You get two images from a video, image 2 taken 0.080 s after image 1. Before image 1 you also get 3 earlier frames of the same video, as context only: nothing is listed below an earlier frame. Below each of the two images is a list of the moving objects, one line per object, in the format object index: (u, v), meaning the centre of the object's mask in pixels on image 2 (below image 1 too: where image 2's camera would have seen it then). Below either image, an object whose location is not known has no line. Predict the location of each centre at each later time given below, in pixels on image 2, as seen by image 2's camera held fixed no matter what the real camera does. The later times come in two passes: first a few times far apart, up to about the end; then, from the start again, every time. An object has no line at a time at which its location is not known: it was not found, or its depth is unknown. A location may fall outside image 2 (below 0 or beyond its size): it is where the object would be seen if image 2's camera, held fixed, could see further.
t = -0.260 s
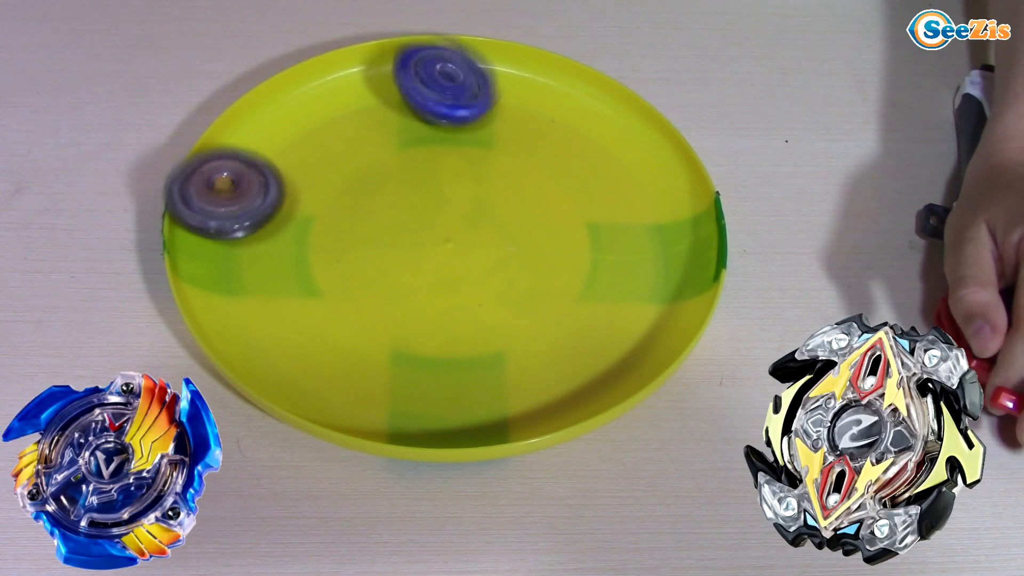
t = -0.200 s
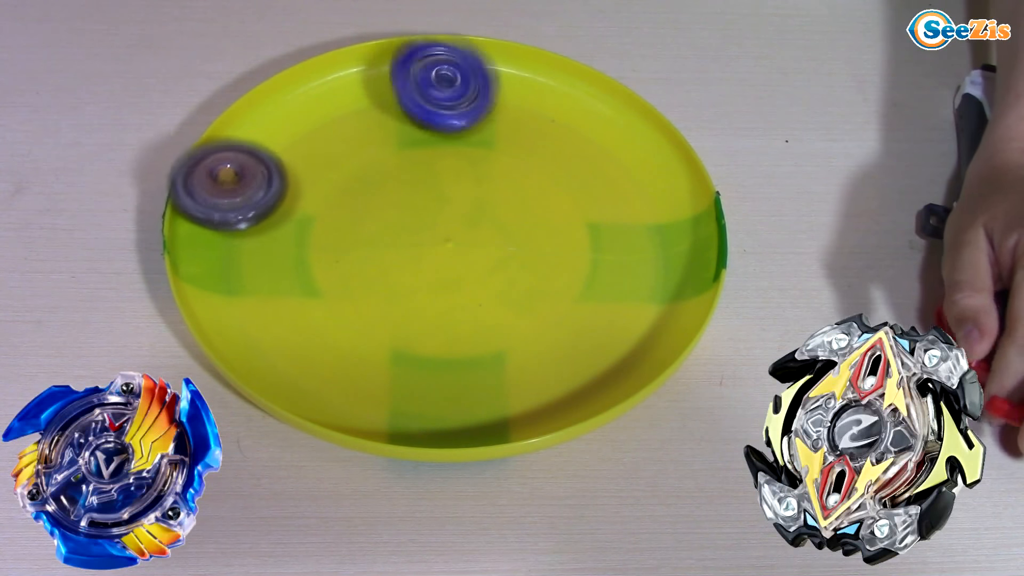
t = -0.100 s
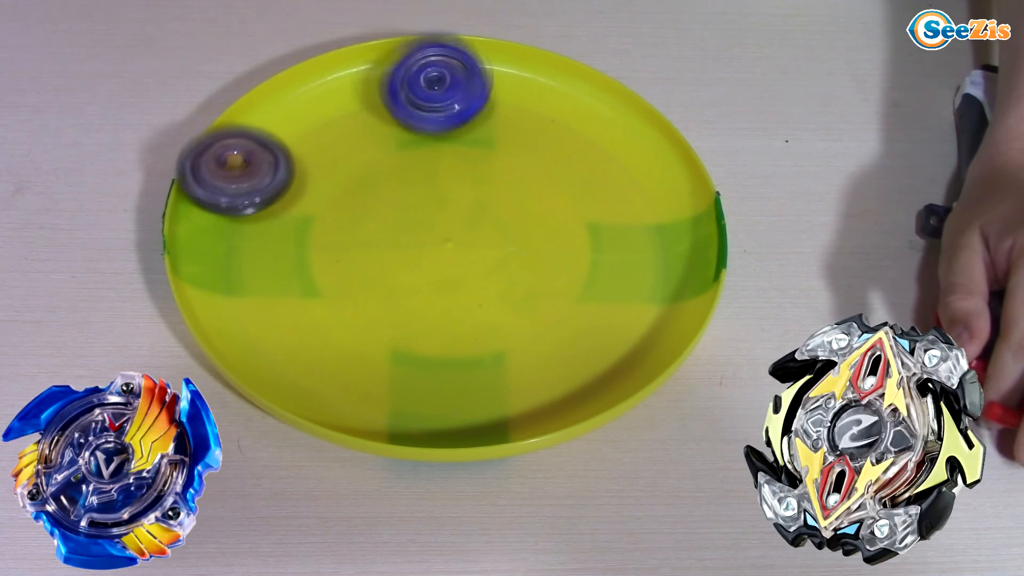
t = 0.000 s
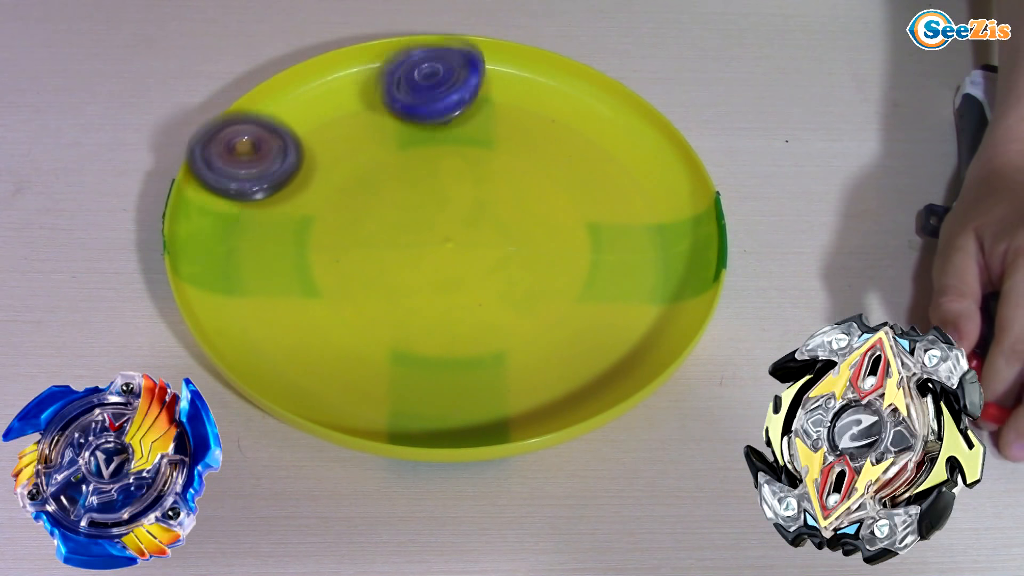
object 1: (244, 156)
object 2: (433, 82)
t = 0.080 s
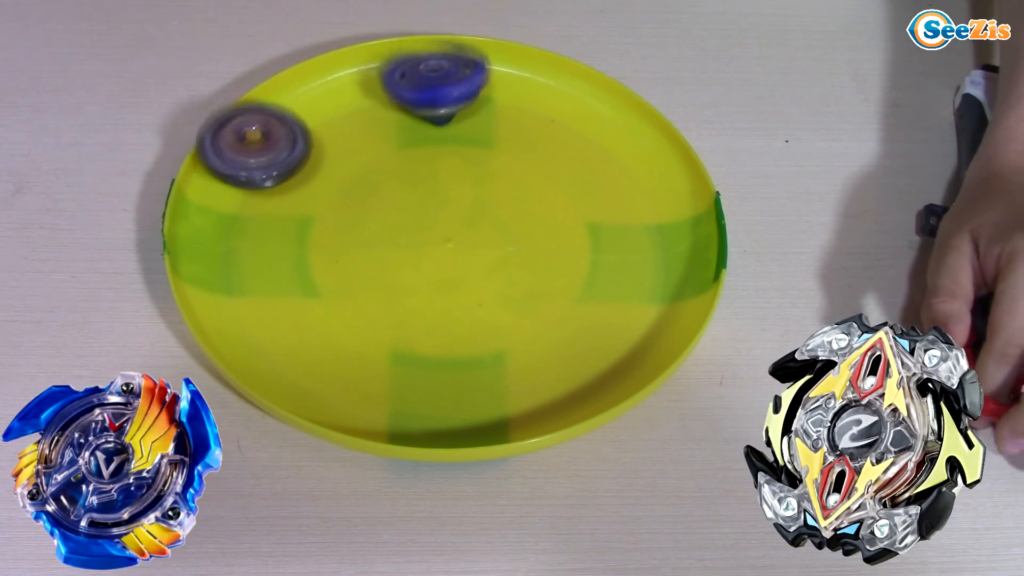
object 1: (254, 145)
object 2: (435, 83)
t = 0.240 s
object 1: (276, 125)
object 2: (446, 83)
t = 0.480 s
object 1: (316, 100)
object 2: (433, 82)
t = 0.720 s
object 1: (318, 88)
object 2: (463, 85)
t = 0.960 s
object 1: (323, 85)
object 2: (466, 84)
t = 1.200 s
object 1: (343, 79)
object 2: (463, 86)
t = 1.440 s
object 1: (329, 82)
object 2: (486, 92)
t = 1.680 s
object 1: (314, 90)
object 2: (469, 96)
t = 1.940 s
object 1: (296, 98)
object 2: (472, 101)
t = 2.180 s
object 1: (289, 104)
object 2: (480, 96)
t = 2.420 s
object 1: (289, 105)
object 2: (470, 100)
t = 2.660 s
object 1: (290, 103)
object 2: (485, 96)
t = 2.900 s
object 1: (297, 100)
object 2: (476, 99)
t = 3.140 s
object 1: (306, 95)
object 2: (486, 98)
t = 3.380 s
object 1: (318, 90)
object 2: (480, 97)
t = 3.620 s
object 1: (336, 87)
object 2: (488, 97)
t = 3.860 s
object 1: (354, 88)
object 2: (484, 96)
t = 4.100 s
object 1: (375, 91)
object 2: (488, 96)
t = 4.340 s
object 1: (326, 83)
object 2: (573, 123)
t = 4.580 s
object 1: (307, 104)
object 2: (584, 146)
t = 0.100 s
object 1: (257, 142)
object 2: (436, 82)
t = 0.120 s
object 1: (259, 139)
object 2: (438, 82)
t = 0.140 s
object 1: (261, 137)
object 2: (439, 82)
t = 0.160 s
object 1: (265, 134)
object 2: (441, 82)
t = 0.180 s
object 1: (267, 132)
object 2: (443, 82)
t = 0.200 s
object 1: (270, 129)
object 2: (444, 82)
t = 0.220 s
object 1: (273, 127)
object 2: (444, 82)
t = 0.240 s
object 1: (276, 125)
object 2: (446, 83)
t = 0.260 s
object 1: (278, 122)
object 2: (447, 85)
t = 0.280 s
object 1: (282, 120)
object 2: (444, 85)
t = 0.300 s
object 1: (285, 118)
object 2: (444, 86)
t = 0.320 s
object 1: (287, 116)
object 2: (444, 87)
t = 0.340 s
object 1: (291, 114)
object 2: (442, 87)
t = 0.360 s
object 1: (294, 112)
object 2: (439, 87)
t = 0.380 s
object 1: (297, 110)
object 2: (436, 86)
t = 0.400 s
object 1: (301, 108)
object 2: (435, 85)
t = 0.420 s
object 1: (304, 105)
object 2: (434, 85)
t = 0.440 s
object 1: (308, 104)
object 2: (433, 84)
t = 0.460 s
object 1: (312, 102)
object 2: (432, 83)
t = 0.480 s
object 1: (316, 100)
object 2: (433, 82)
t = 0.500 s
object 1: (319, 99)
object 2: (434, 82)
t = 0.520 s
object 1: (323, 98)
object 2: (435, 82)
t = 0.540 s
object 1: (322, 96)
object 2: (440, 80)
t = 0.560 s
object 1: (320, 96)
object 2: (447, 79)
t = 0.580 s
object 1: (318, 95)
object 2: (456, 76)
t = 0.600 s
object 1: (318, 94)
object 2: (462, 76)
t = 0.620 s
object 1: (318, 93)
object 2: (465, 77)
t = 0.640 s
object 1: (318, 92)
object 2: (468, 79)
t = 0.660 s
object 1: (318, 91)
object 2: (469, 80)
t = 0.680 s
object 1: (318, 90)
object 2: (468, 83)
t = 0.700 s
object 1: (319, 89)
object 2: (467, 84)
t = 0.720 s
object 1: (318, 88)
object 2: (463, 85)
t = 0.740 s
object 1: (318, 88)
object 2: (460, 85)
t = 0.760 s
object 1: (319, 87)
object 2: (459, 83)
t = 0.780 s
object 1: (319, 85)
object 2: (458, 84)
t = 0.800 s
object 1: (319, 85)
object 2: (458, 85)
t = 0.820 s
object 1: (320, 85)
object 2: (459, 84)
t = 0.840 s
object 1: (319, 87)
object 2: (461, 85)
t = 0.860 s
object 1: (318, 88)
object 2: (462, 85)
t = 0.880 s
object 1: (318, 88)
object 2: (464, 84)
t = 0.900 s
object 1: (319, 87)
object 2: (464, 85)
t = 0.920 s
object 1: (320, 87)
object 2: (463, 84)
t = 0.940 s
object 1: (322, 85)
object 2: (466, 85)
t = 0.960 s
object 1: (323, 85)
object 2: (466, 84)
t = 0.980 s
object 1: (325, 85)
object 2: (467, 85)
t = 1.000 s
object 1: (326, 84)
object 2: (470, 85)
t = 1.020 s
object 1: (327, 84)
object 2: (471, 85)
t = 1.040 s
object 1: (329, 83)
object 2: (472, 86)
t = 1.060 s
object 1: (331, 82)
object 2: (472, 88)
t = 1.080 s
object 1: (332, 82)
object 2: (470, 87)
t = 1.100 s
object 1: (334, 82)
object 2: (468, 88)
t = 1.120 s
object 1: (336, 81)
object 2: (469, 87)
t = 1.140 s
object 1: (337, 80)
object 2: (467, 87)
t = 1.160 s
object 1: (340, 80)
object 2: (465, 88)
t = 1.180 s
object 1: (341, 79)
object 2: (464, 88)
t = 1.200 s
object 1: (343, 79)
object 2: (463, 86)
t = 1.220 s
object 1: (346, 78)
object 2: (461, 86)
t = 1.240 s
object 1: (347, 78)
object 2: (461, 85)
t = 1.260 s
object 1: (348, 78)
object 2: (460, 85)
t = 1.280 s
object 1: (350, 77)
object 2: (461, 86)
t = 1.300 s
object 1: (349, 77)
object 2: (463, 85)
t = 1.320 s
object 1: (348, 75)
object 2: (464, 87)
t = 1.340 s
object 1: (344, 74)
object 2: (470, 88)
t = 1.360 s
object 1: (341, 74)
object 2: (474, 88)
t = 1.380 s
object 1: (338, 75)
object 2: (477, 89)
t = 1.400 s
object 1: (335, 78)
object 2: (482, 89)
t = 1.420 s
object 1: (331, 81)
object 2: (484, 90)
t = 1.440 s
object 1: (329, 82)
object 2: (486, 92)
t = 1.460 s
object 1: (327, 83)
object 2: (486, 93)
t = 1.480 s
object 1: (326, 84)
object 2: (485, 95)
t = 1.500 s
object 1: (324, 85)
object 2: (485, 97)
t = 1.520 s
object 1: (323, 85)
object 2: (482, 98)
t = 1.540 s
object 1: (322, 86)
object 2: (477, 100)
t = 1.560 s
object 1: (321, 87)
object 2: (473, 99)
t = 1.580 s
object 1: (320, 88)
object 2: (470, 98)
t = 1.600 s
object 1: (319, 88)
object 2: (469, 96)
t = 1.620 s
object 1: (317, 89)
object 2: (468, 95)
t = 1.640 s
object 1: (317, 89)
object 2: (468, 96)
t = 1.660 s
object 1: (315, 89)
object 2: (468, 96)
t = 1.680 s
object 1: (314, 90)
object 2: (469, 96)
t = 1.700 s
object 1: (313, 91)
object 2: (474, 96)
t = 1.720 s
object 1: (311, 91)
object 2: (475, 95)
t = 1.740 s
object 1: (310, 91)
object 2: (477, 95)
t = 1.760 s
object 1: (309, 91)
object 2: (479, 95)
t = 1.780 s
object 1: (308, 92)
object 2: (479, 95)
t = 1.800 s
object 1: (307, 92)
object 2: (482, 95)
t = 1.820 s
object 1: (305, 92)
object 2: (482, 97)
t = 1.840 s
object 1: (304, 93)
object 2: (482, 98)
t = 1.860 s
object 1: (303, 94)
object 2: (481, 99)
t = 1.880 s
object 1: (301, 94)
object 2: (479, 99)
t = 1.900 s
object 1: (300, 95)
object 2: (478, 100)
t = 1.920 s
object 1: (299, 96)
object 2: (476, 100)
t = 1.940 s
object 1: (296, 98)
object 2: (472, 101)
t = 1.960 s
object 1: (296, 98)
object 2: (470, 100)
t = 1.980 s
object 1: (295, 98)
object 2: (469, 98)
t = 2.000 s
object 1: (295, 99)
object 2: (470, 96)
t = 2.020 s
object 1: (294, 99)
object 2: (470, 97)
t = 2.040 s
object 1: (293, 99)
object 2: (471, 97)
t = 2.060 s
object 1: (292, 100)
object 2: (470, 97)
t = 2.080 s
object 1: (291, 101)
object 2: (472, 97)
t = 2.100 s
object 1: (290, 102)
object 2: (475, 97)
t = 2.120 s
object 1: (289, 103)
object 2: (475, 97)
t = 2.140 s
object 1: (288, 103)
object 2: (477, 97)
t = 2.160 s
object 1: (290, 103)
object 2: (478, 97)
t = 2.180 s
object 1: (289, 104)
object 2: (480, 96)
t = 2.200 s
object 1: (289, 104)
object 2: (483, 96)
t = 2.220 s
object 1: (289, 105)
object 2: (484, 97)
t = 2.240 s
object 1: (288, 105)
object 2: (485, 98)
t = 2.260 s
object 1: (289, 105)
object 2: (484, 98)
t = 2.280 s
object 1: (289, 105)
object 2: (483, 100)
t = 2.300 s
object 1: (289, 105)
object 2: (482, 100)
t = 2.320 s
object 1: (289, 105)
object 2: (480, 102)
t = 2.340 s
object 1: (289, 105)
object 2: (478, 102)
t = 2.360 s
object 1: (290, 105)
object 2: (475, 103)
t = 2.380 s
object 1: (289, 105)
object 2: (472, 102)
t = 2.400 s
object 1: (289, 105)
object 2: (470, 100)
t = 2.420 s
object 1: (289, 105)
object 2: (470, 100)
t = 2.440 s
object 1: (289, 105)
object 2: (469, 99)
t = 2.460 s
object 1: (290, 105)
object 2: (468, 99)
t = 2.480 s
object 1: (289, 105)
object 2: (470, 99)
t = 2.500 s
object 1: (290, 105)
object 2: (470, 100)
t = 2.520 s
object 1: (290, 104)
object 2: (472, 98)
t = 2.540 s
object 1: (290, 104)
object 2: (474, 98)
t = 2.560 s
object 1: (290, 104)
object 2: (477, 99)
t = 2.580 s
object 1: (290, 104)
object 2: (479, 98)
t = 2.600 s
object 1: (291, 104)
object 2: (480, 95)
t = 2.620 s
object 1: (290, 104)
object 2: (482, 95)
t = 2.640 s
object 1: (290, 104)
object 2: (483, 96)
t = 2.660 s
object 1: (290, 103)
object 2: (485, 96)
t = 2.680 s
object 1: (291, 103)
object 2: (484, 97)
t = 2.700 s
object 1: (292, 103)
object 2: (484, 99)
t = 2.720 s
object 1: (291, 103)
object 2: (484, 99)
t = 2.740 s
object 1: (292, 103)
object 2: (483, 99)
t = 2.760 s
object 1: (292, 102)
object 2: (483, 99)
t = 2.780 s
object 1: (292, 102)
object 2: (480, 99)
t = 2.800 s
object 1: (294, 101)
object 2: (479, 99)
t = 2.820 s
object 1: (294, 101)
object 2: (476, 98)
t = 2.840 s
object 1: (294, 101)
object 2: (475, 98)
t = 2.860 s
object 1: (296, 100)
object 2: (474, 98)
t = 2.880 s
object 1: (295, 100)
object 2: (476, 99)
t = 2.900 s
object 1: (297, 100)
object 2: (476, 99)
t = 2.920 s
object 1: (297, 99)
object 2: (477, 100)
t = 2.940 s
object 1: (298, 99)
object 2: (478, 100)
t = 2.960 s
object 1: (298, 98)
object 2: (478, 101)
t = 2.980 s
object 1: (298, 98)
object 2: (479, 102)
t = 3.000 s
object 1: (300, 97)
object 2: (479, 101)
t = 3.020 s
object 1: (300, 97)
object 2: (478, 100)
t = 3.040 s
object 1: (302, 97)
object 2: (479, 98)
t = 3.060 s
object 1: (302, 96)
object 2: (479, 98)
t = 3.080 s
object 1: (303, 96)
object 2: (480, 98)
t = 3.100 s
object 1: (304, 96)
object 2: (482, 99)
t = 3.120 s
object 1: (304, 95)
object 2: (483, 98)
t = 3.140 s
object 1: (306, 95)
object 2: (486, 98)
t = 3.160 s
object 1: (306, 94)
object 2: (485, 97)
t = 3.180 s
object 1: (307, 94)
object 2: (485, 97)
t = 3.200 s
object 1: (308, 93)
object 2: (485, 97)
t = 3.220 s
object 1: (309, 93)
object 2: (483, 98)
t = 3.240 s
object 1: (310, 92)
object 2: (482, 97)
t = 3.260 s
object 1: (311, 92)
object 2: (479, 97)
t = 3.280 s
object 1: (313, 92)
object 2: (478, 96)
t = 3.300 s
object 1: (314, 91)
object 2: (477, 97)
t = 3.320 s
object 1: (314, 91)
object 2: (478, 95)
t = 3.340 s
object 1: (316, 91)
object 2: (479, 97)
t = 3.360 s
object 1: (316, 90)
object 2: (479, 96)
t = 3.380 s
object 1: (318, 90)
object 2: (480, 97)
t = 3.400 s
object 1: (319, 90)
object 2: (481, 98)
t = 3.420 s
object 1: (322, 89)
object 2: (481, 98)
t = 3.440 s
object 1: (324, 89)
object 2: (482, 99)
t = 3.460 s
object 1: (325, 89)
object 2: (483, 99)
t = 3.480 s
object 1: (327, 88)
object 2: (482, 97)
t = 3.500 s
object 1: (327, 88)
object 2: (482, 96)
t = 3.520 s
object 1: (329, 88)
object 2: (483, 96)
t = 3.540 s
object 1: (329, 88)
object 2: (485, 97)
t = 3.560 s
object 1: (331, 88)
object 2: (486, 97)
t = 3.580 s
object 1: (332, 88)
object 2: (488, 97)
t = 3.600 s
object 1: (334, 88)
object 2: (489, 96)
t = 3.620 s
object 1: (336, 87)
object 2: (488, 97)
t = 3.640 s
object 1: (337, 87)
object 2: (488, 96)
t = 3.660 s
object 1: (339, 87)
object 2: (487, 97)
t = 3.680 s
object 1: (340, 87)
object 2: (487, 95)
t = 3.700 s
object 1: (342, 87)
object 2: (484, 96)
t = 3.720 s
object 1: (343, 87)
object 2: (482, 96)
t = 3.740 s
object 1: (345, 87)
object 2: (480, 96)
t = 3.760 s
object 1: (347, 87)
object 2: (480, 94)
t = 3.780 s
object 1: (348, 88)
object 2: (482, 93)
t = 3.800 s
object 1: (350, 87)
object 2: (482, 93)
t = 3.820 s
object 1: (351, 88)
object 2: (483, 94)
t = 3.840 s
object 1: (353, 88)
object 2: (483, 96)
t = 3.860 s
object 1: (354, 88)
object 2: (484, 96)
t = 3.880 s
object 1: (356, 88)
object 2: (486, 97)
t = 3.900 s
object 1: (358, 88)
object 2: (488, 97)
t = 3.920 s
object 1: (360, 89)
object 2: (488, 97)
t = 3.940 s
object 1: (362, 89)
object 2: (489, 95)
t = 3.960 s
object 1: (363, 89)
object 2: (491, 95)
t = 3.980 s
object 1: (366, 89)
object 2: (492, 95)
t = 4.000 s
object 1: (367, 90)
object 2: (494, 96)
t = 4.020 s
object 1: (370, 90)
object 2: (494, 96)
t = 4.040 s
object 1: (372, 90)
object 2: (494, 96)
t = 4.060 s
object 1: (373, 91)
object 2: (492, 95)
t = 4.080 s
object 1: (375, 91)
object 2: (489, 95)
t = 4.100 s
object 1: (375, 91)
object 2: (488, 96)
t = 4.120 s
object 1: (368, 91)
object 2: (495, 99)
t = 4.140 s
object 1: (362, 90)
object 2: (503, 100)
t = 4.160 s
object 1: (358, 90)
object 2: (512, 102)
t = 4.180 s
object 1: (354, 89)
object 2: (521, 104)
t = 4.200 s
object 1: (350, 89)
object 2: (529, 104)
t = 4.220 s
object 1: (346, 89)
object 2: (538, 106)
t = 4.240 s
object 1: (343, 88)
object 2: (545, 111)
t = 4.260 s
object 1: (339, 87)
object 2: (550, 114)
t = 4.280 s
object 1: (335, 87)
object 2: (556, 117)
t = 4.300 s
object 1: (332, 85)
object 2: (563, 117)
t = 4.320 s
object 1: (329, 84)
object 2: (569, 120)
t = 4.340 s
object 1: (326, 83)
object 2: (573, 123)
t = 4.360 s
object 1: (322, 83)
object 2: (577, 126)
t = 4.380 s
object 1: (319, 83)
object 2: (580, 128)
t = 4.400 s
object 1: (316, 86)
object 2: (584, 132)
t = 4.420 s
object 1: (313, 89)
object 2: (585, 135)
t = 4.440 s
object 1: (310, 90)
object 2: (588, 137)
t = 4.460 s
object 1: (309, 92)
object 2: (589, 140)
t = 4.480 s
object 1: (308, 93)
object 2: (589, 142)
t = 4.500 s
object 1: (307, 96)
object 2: (587, 143)
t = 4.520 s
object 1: (307, 97)
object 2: (586, 144)
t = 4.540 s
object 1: (307, 100)
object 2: (585, 145)
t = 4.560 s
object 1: (308, 102)
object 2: (585, 146)
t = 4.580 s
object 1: (307, 104)
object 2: (584, 146)
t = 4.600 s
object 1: (308, 106)
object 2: (583, 145)
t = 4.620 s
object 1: (307, 108)
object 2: (582, 145)
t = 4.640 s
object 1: (307, 110)
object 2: (580, 146)
